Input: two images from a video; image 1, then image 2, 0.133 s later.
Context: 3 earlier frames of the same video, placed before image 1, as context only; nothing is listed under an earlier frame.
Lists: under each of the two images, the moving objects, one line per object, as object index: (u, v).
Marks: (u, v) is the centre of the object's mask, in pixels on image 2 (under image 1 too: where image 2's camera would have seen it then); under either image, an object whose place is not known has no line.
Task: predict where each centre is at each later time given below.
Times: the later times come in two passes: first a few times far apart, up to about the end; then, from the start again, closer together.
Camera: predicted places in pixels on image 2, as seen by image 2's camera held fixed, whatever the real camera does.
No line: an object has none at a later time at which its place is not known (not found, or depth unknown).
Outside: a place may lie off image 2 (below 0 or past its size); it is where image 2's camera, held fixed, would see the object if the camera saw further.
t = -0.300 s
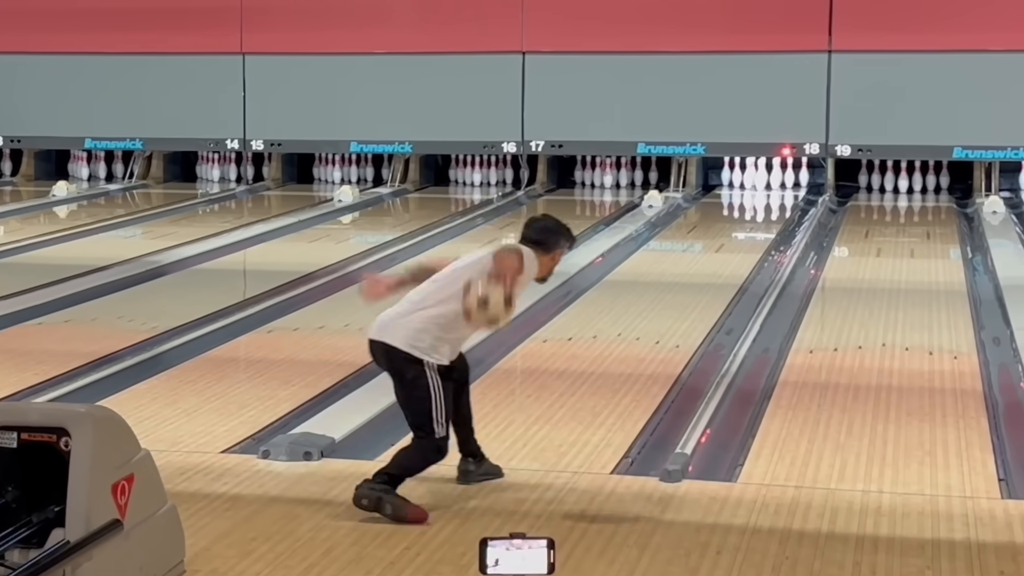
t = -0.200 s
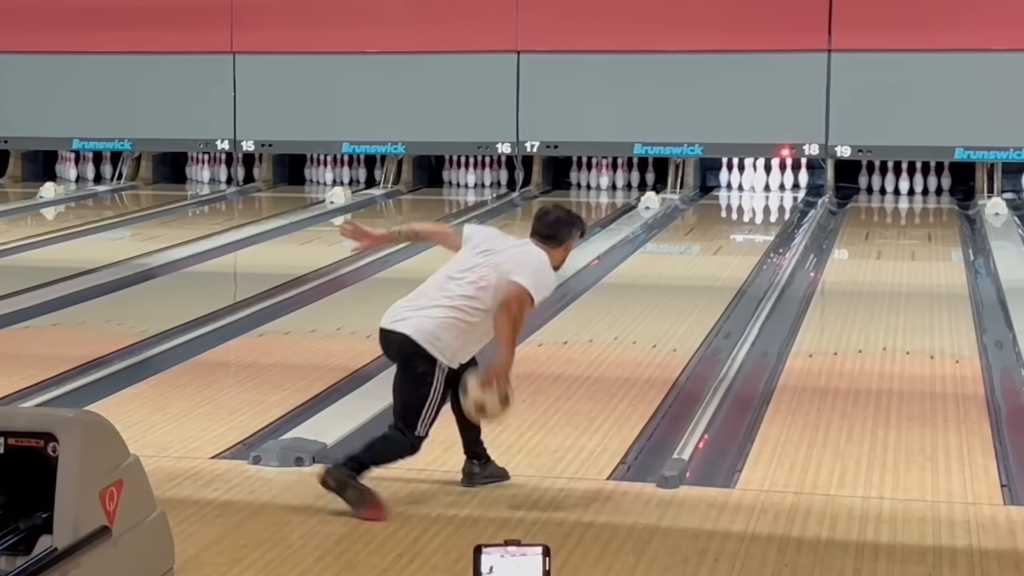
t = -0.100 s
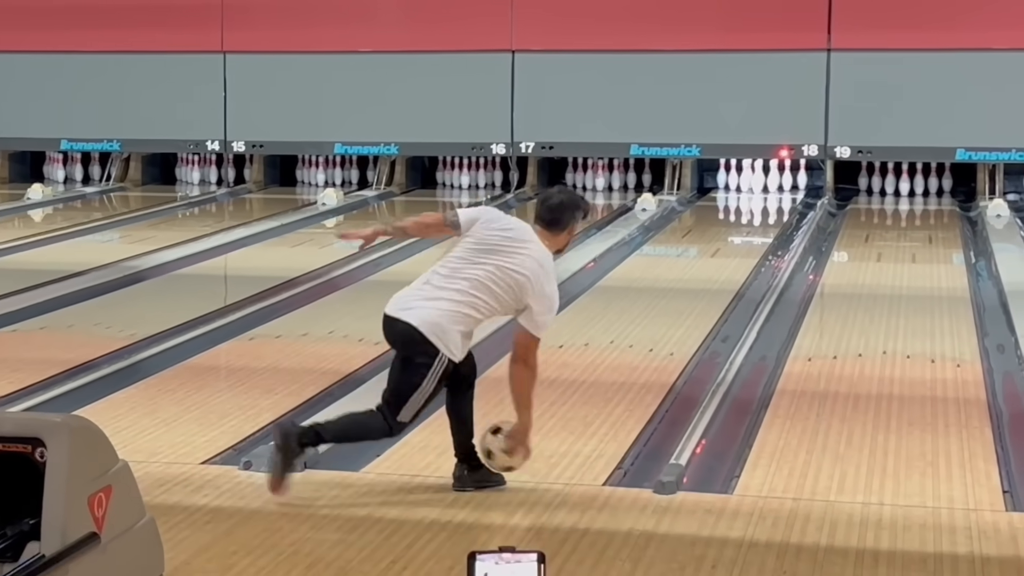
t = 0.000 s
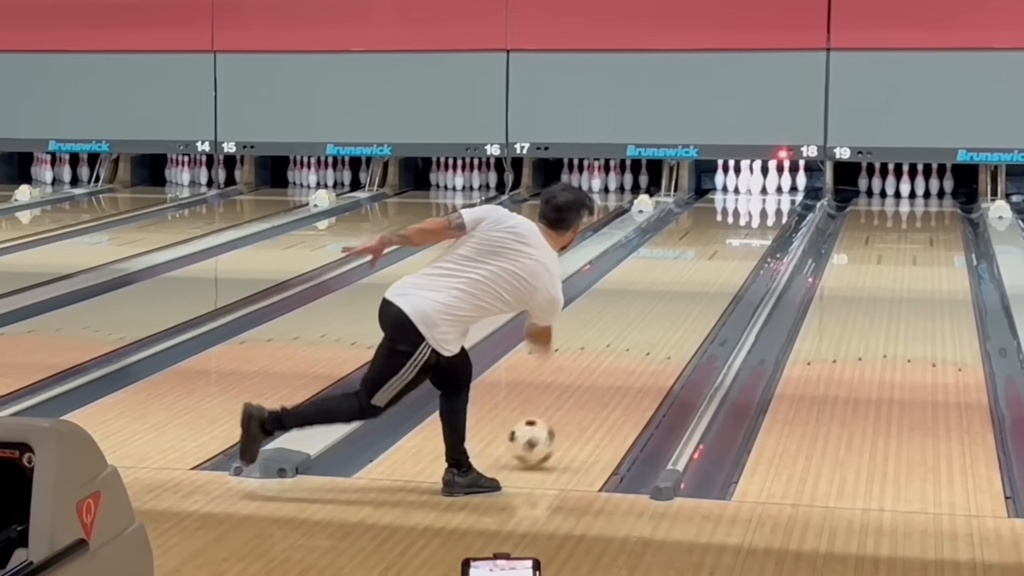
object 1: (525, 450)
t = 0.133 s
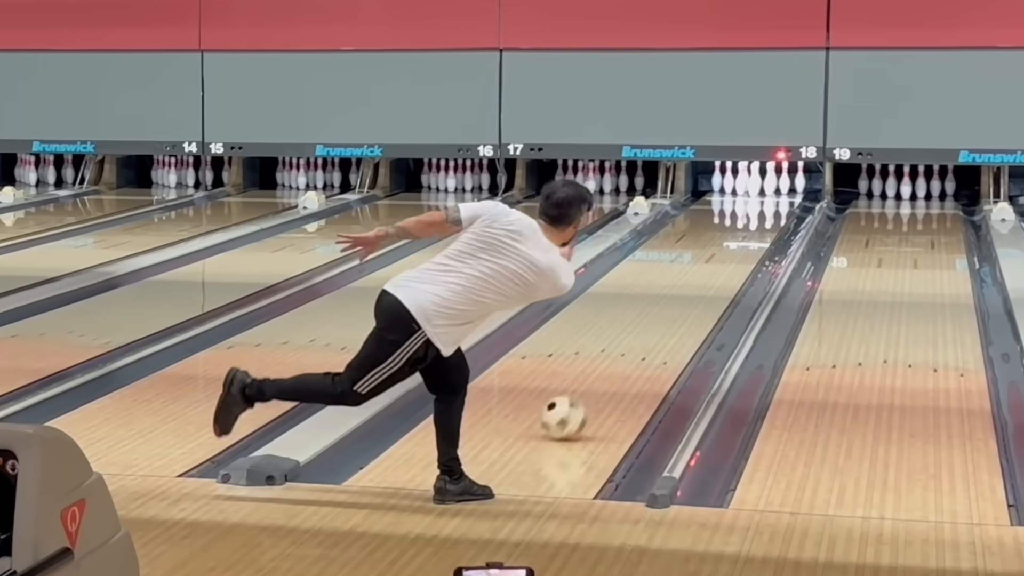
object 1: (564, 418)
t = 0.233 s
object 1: (589, 397)
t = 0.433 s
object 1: (624, 364)
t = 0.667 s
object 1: (668, 324)
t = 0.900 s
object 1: (697, 296)
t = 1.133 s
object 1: (722, 272)
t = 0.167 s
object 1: (572, 411)
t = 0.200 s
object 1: (580, 404)
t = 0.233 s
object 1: (589, 397)
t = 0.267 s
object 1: (596, 390)
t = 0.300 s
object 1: (604, 383)
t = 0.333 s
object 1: (611, 375)
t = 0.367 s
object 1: (618, 370)
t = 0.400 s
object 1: (624, 365)
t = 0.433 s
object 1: (624, 364)
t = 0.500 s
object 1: (642, 348)
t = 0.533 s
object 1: (647, 343)
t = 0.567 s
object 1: (652, 338)
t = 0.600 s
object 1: (659, 333)
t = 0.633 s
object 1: (663, 328)
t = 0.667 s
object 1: (668, 324)
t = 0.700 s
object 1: (672, 319)
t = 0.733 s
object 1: (677, 315)
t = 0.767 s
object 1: (682, 312)
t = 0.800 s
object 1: (686, 308)
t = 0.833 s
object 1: (691, 304)
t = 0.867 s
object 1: (693, 300)
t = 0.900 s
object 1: (697, 296)
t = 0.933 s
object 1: (702, 292)
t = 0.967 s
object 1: (705, 289)
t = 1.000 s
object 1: (709, 285)
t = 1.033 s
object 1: (712, 282)
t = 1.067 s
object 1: (716, 279)
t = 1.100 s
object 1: (718, 276)
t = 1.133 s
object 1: (722, 272)
